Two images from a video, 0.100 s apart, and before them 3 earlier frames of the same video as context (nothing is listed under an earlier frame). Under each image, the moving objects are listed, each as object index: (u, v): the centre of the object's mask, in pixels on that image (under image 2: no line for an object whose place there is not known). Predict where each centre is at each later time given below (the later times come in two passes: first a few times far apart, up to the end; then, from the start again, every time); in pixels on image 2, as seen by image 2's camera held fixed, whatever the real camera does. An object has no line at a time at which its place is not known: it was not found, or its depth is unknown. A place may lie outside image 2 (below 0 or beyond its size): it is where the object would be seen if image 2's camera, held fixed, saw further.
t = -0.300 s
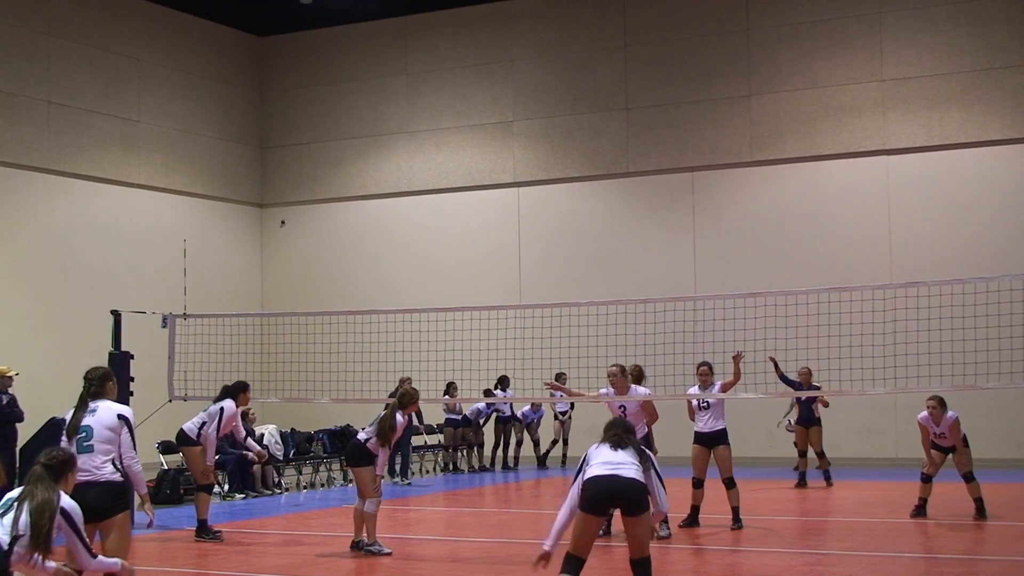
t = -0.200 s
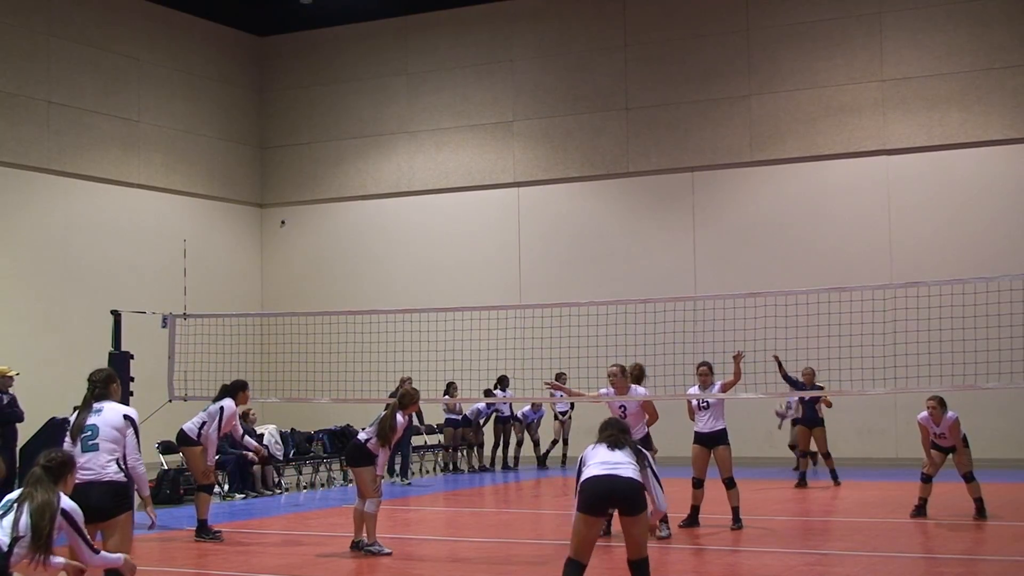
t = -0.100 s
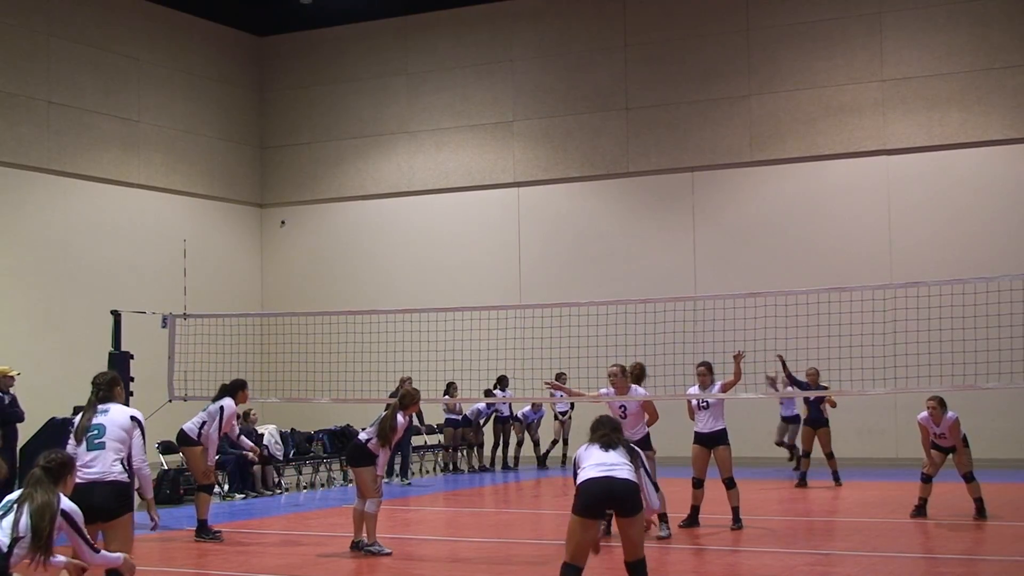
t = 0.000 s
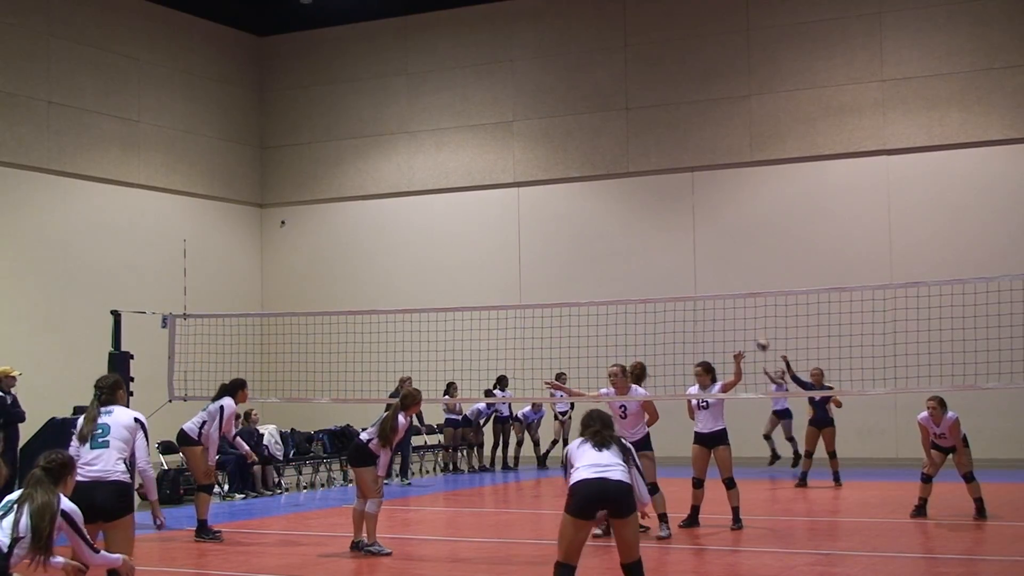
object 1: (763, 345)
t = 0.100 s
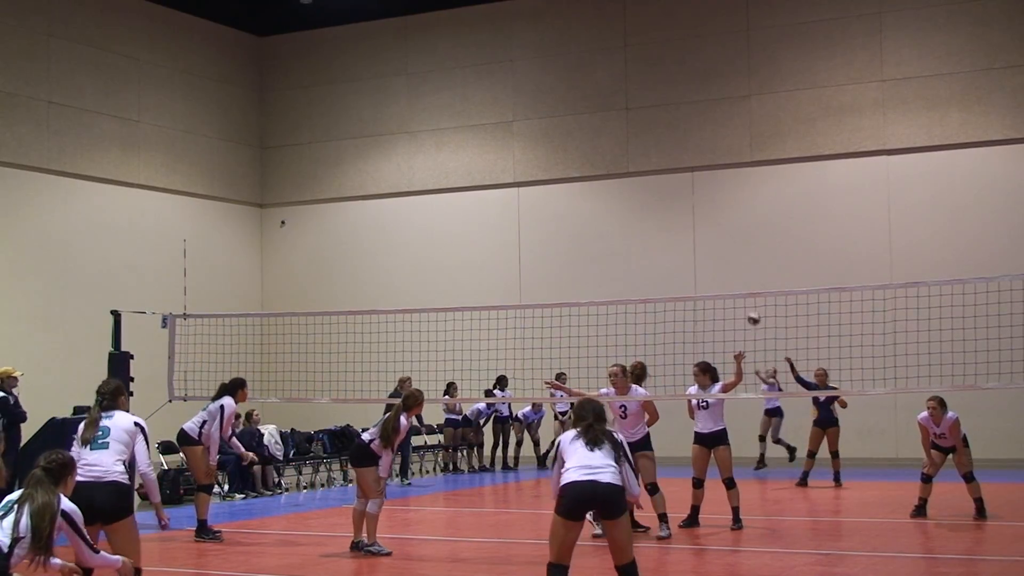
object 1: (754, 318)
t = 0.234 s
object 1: (742, 292)
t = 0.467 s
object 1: (722, 277)
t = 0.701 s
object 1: (704, 291)
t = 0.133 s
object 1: (751, 311)
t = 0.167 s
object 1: (748, 305)
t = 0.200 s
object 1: (745, 301)
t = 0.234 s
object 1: (742, 292)
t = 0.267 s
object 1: (739, 287)
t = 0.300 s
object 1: (736, 286)
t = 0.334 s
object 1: (733, 283)
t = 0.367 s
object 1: (731, 280)
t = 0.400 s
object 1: (728, 279)
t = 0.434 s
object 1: (725, 278)
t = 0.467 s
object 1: (722, 277)
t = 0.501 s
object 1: (719, 278)
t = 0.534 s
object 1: (717, 279)
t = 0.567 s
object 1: (714, 281)
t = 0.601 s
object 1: (711, 283)
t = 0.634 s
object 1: (709, 286)
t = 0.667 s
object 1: (706, 289)
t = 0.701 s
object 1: (704, 291)
